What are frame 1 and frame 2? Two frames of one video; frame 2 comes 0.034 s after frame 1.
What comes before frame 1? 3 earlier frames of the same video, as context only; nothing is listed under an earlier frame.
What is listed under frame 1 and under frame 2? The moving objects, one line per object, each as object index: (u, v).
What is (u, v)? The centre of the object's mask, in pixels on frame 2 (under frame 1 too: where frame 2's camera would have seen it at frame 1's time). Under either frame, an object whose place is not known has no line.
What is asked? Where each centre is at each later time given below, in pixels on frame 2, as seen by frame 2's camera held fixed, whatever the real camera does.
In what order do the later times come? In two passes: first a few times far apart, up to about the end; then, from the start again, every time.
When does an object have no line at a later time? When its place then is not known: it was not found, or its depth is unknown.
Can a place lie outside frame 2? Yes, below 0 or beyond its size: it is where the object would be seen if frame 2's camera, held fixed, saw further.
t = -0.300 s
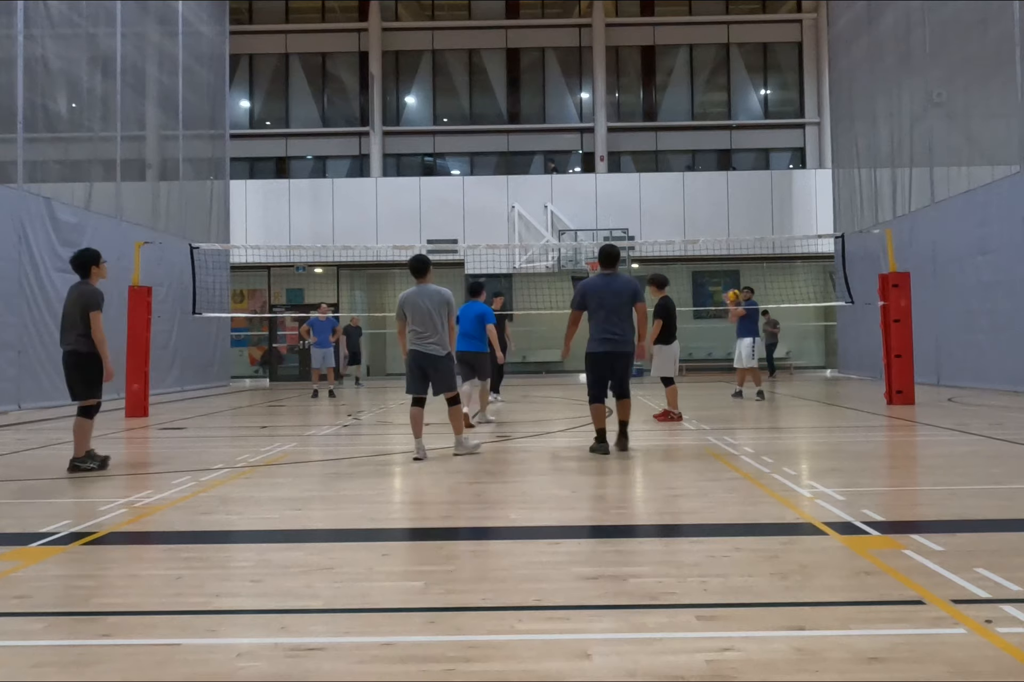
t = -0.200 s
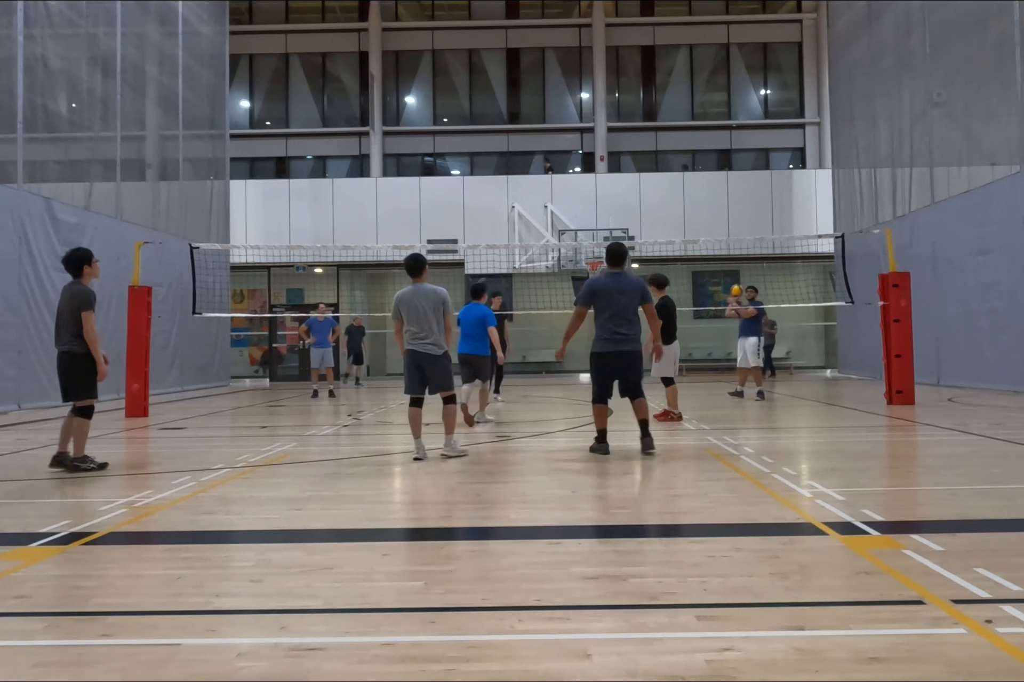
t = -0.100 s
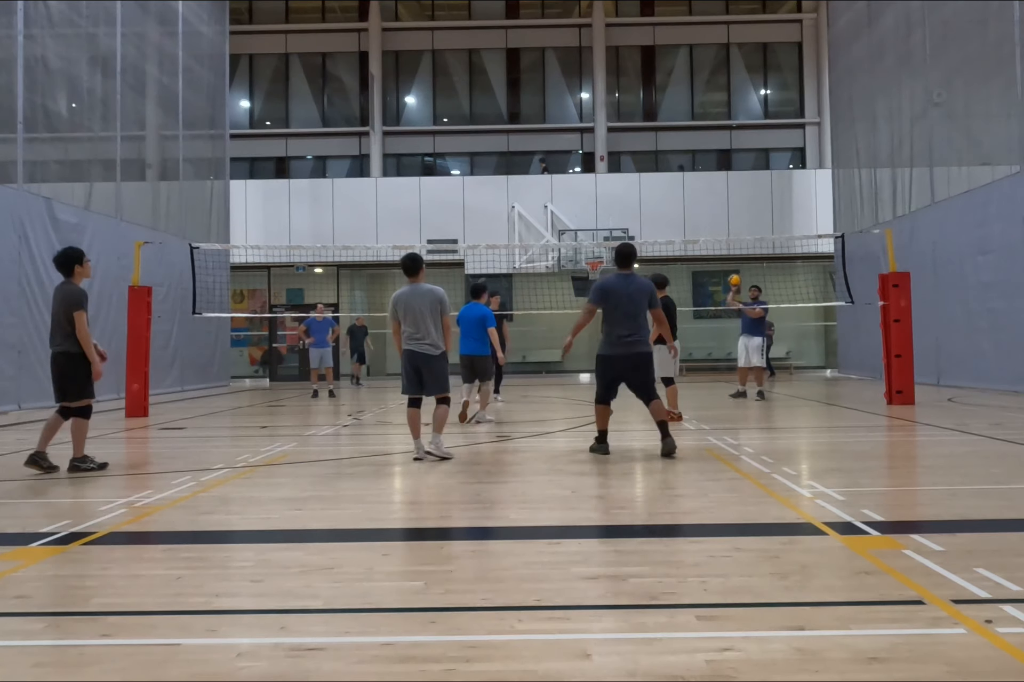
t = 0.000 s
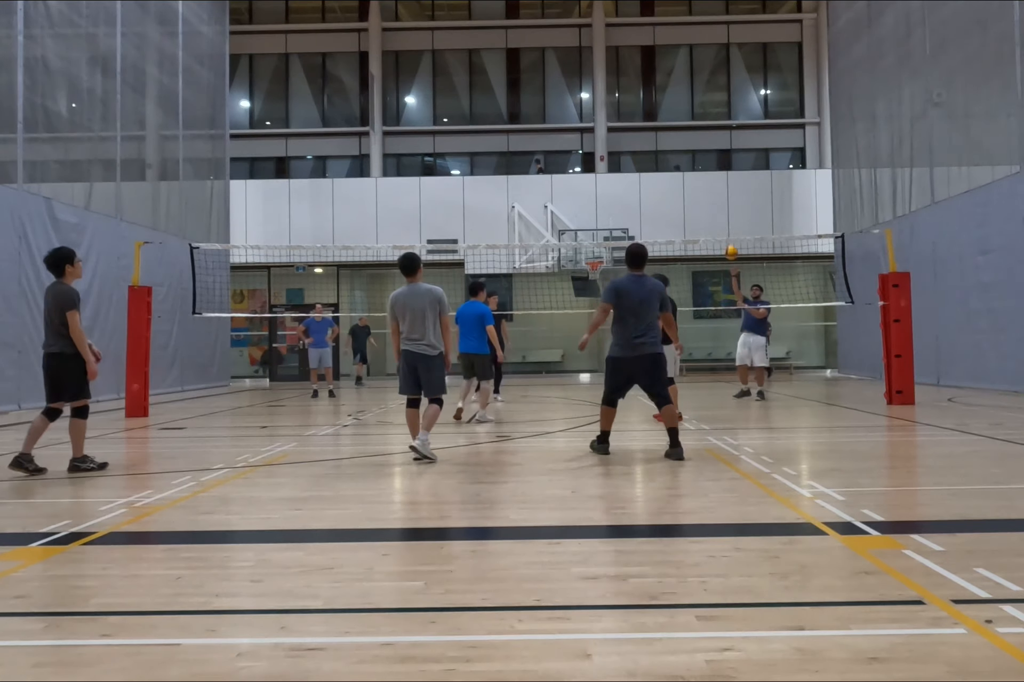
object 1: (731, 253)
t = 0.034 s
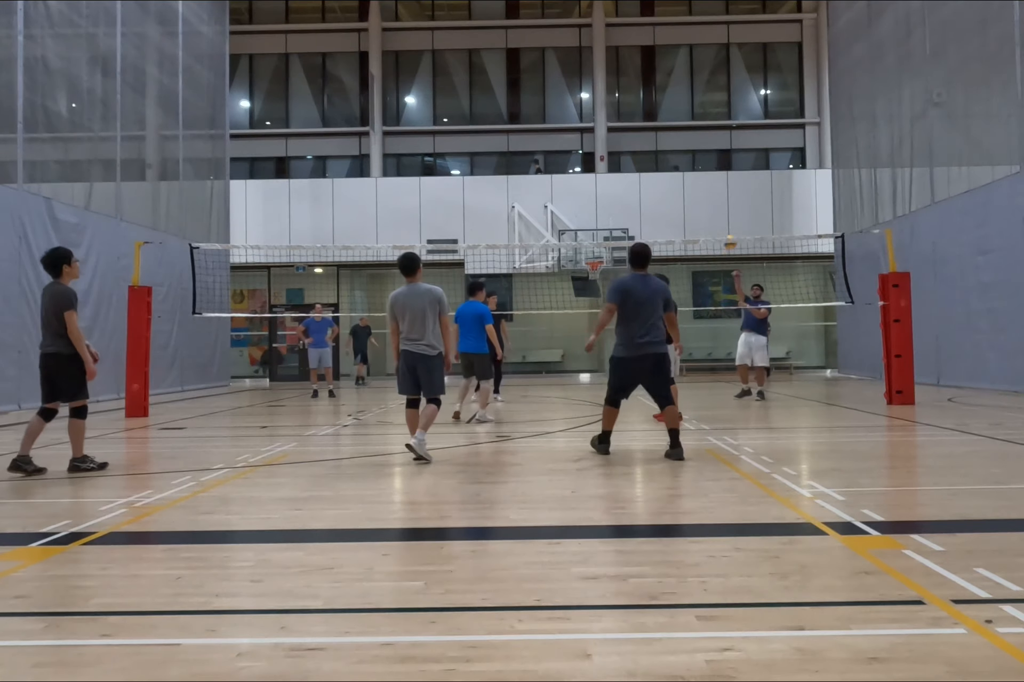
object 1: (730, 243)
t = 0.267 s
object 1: (724, 183)
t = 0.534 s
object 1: (714, 150)
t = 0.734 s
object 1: (705, 158)
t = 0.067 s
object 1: (730, 231)
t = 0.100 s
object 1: (729, 222)
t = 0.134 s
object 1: (728, 214)
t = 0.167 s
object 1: (727, 205)
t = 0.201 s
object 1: (725, 197)
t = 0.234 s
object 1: (725, 190)
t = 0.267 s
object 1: (724, 183)
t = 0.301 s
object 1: (722, 176)
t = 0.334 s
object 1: (722, 170)
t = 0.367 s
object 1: (720, 165)
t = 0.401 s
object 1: (719, 161)
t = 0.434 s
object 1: (718, 157)
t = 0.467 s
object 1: (717, 154)
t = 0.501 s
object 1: (715, 152)
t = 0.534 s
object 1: (714, 150)
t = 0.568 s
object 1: (713, 148)
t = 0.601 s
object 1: (710, 149)
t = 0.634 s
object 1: (709, 150)
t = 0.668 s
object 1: (708, 152)
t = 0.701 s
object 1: (706, 154)
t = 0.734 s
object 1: (705, 158)
